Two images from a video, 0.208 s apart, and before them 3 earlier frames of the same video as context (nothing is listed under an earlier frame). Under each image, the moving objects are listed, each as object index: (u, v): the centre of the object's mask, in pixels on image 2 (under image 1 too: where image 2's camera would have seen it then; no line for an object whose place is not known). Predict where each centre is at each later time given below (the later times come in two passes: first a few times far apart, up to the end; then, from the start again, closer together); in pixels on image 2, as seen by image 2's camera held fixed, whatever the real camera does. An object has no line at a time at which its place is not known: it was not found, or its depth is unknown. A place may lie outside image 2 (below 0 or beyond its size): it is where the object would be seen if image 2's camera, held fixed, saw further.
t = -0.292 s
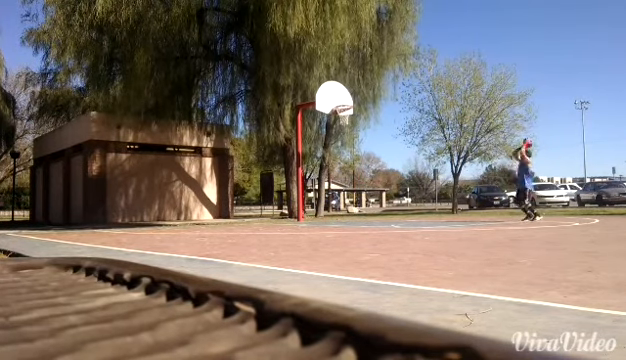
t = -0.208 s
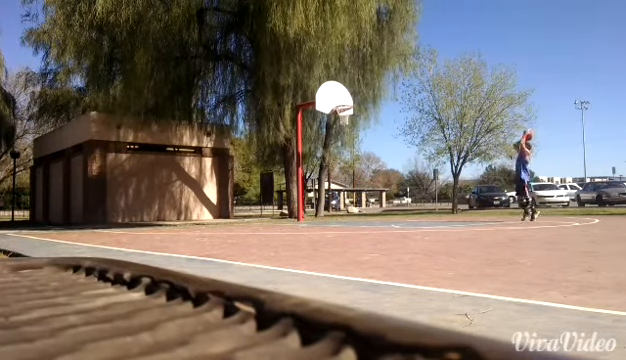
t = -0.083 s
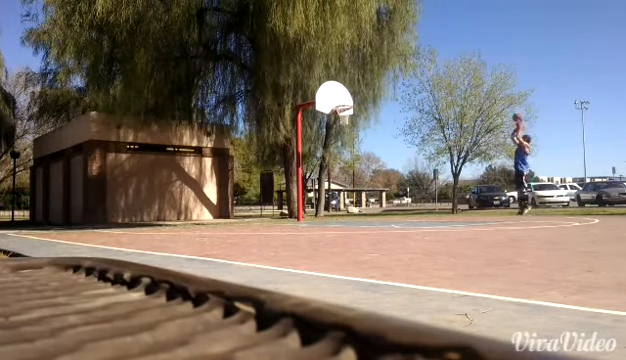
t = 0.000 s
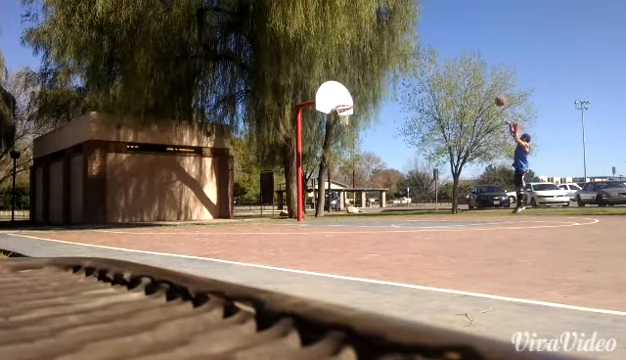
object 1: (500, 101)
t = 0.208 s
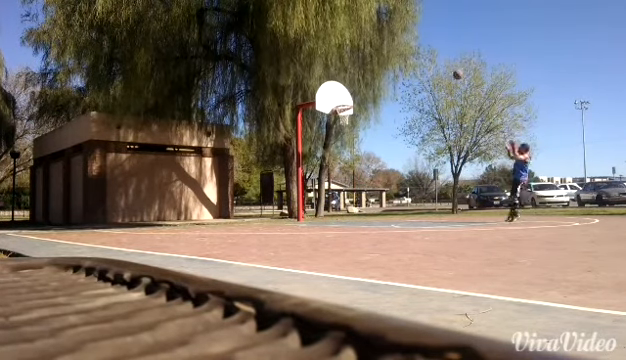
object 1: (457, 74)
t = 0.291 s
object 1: (441, 69)
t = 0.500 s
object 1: (404, 68)
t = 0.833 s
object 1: (351, 98)
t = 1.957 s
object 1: (243, 216)
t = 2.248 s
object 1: (215, 162)
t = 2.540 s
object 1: (184, 146)
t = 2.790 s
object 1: (157, 161)
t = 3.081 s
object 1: (122, 222)
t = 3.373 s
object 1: (88, 186)
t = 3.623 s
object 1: (57, 182)
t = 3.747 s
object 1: (40, 193)
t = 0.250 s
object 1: (449, 71)
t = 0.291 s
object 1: (441, 69)
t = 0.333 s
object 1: (433, 68)
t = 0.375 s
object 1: (426, 67)
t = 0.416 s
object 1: (419, 67)
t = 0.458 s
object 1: (411, 67)
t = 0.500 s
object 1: (404, 68)
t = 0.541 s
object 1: (397, 69)
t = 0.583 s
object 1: (391, 72)
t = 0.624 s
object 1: (384, 74)
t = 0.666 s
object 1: (378, 77)
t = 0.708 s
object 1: (371, 81)
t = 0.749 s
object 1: (364, 85)
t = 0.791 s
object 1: (358, 91)
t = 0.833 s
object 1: (351, 98)
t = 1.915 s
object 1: (247, 218)
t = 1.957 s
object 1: (243, 216)
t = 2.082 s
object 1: (232, 188)
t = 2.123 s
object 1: (228, 181)
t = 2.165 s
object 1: (224, 174)
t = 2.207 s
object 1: (220, 167)
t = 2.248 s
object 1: (215, 162)
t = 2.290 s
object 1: (210, 157)
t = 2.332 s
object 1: (207, 153)
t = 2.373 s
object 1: (203, 150)
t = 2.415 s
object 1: (198, 149)
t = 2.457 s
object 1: (194, 146)
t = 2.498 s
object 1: (190, 145)
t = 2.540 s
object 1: (184, 146)
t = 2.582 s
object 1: (180, 145)
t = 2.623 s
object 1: (175, 146)
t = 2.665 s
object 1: (172, 149)
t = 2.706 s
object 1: (167, 151)
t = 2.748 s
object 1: (162, 156)
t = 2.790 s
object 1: (157, 161)
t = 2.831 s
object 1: (152, 167)
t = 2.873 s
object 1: (147, 173)
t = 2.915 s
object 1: (142, 181)
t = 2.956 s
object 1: (137, 190)
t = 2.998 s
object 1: (132, 200)
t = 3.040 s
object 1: (127, 210)
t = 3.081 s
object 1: (122, 222)
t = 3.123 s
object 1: (117, 222)
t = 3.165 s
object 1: (112, 213)
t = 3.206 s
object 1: (108, 206)
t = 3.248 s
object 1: (103, 200)
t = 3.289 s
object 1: (98, 194)
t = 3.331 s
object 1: (93, 190)
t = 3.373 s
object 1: (88, 186)
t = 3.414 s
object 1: (83, 183)
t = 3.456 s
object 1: (78, 181)
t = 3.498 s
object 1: (73, 180)
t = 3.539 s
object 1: (68, 180)
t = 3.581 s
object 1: (62, 180)
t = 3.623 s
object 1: (57, 182)
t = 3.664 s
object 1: (51, 185)
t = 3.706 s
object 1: (46, 188)
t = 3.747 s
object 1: (40, 193)
